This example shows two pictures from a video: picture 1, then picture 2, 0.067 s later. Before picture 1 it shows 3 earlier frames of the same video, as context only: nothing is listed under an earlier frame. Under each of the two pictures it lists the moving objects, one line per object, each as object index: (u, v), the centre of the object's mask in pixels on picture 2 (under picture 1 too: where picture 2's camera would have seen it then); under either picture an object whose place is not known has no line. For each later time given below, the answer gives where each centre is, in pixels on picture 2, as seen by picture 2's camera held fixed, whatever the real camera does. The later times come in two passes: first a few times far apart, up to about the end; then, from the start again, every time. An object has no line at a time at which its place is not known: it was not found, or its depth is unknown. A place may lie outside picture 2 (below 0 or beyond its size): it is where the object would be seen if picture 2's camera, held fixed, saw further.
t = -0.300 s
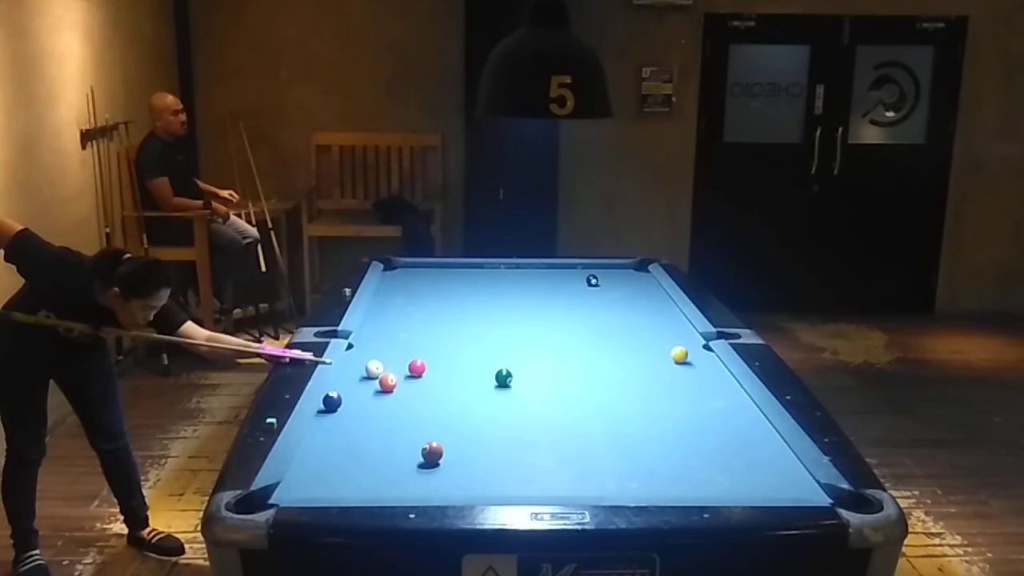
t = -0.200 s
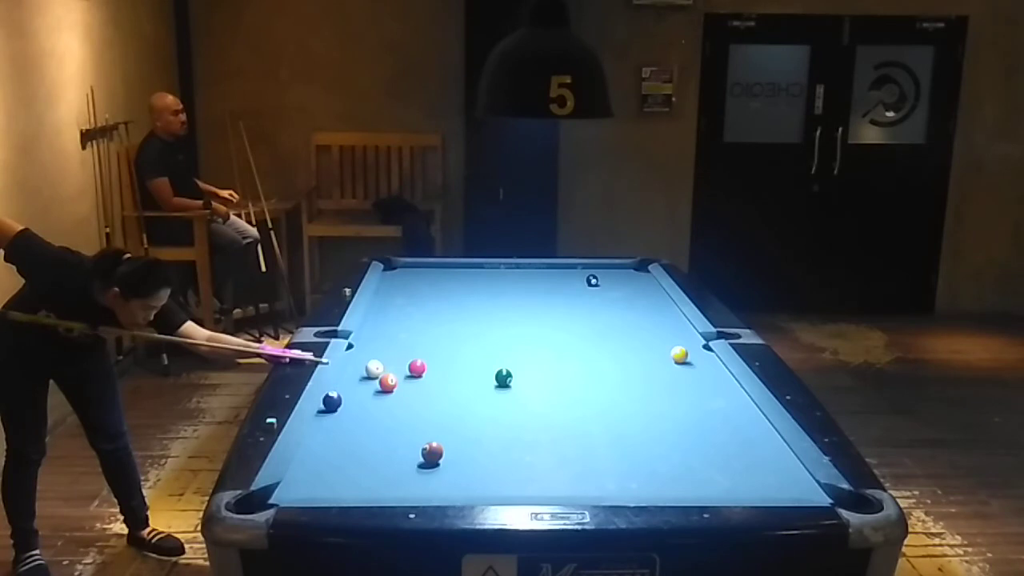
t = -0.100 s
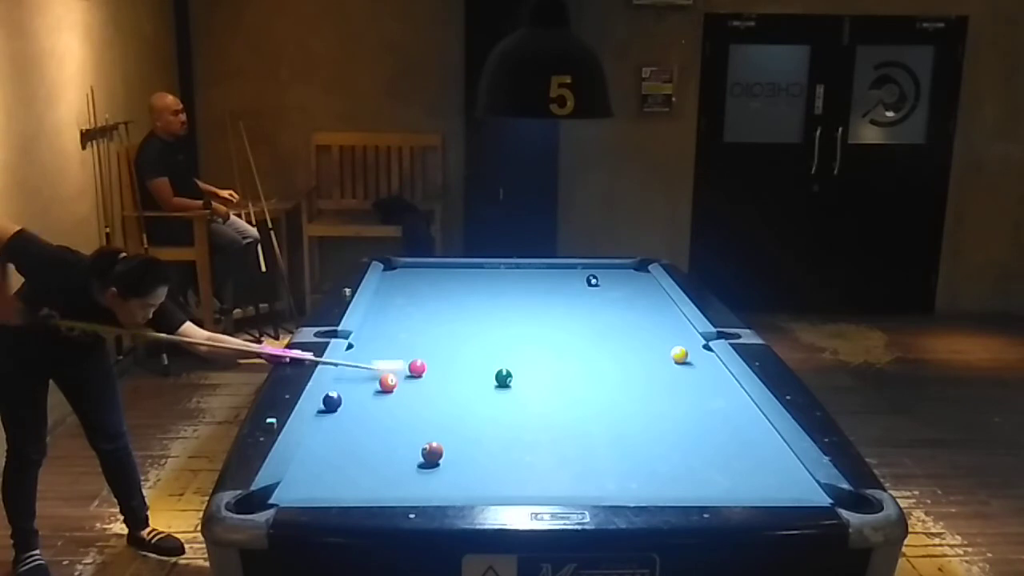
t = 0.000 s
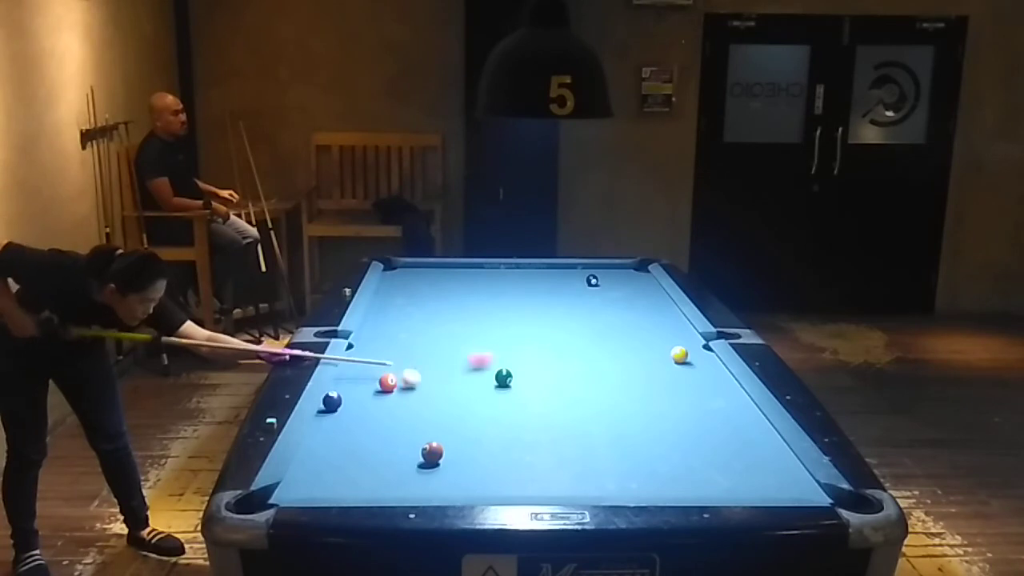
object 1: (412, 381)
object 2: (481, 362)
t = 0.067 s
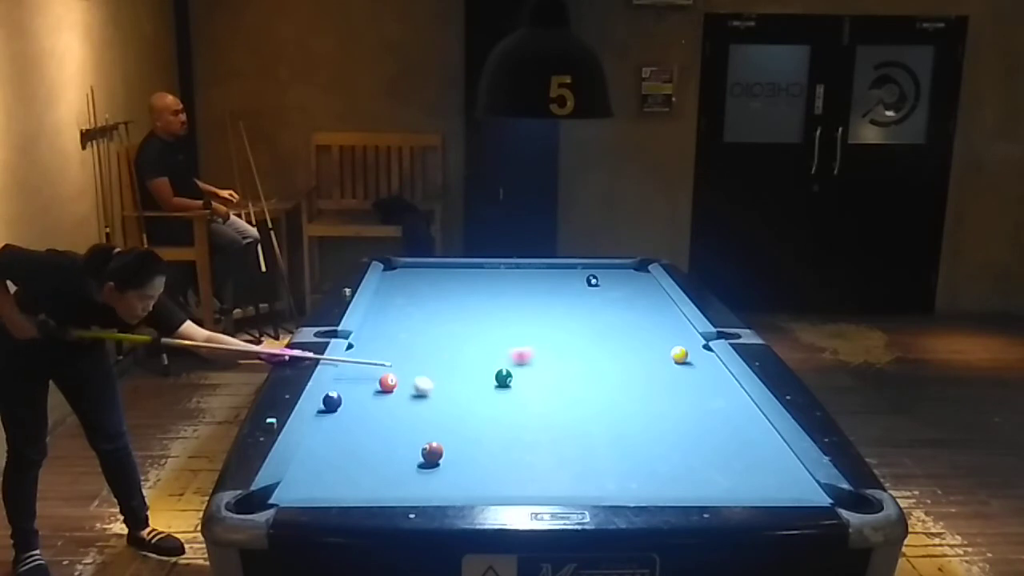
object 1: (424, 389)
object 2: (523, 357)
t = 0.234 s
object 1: (463, 407)
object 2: (606, 347)
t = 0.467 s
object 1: (525, 433)
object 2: (697, 338)
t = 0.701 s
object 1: (595, 464)
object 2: (691, 352)
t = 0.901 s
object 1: (663, 489)
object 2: (700, 359)
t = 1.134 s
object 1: (663, 481)
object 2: (710, 366)
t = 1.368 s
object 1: (658, 467)
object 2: (719, 374)
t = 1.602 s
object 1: (655, 455)
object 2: (728, 381)
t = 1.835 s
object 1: (651, 445)
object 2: (730, 386)
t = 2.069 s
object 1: (649, 436)
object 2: (732, 391)
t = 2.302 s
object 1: (646, 428)
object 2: (734, 395)
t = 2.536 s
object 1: (644, 421)
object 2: (736, 399)
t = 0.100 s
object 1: (431, 392)
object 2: (542, 356)
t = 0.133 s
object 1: (439, 395)
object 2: (559, 353)
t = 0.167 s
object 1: (446, 399)
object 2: (575, 351)
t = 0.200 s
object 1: (455, 403)
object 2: (591, 350)
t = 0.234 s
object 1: (463, 407)
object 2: (606, 347)
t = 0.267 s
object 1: (472, 410)
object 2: (622, 346)
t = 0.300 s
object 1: (480, 414)
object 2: (637, 344)
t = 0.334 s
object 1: (488, 418)
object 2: (651, 342)
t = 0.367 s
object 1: (497, 422)
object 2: (666, 340)
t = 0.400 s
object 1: (506, 425)
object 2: (681, 339)
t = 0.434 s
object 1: (515, 430)
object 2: (694, 337)
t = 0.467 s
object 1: (525, 433)
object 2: (697, 338)
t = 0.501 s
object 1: (534, 437)
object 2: (694, 341)
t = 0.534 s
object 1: (543, 442)
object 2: (692, 343)
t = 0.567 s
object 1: (553, 447)
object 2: (691, 346)
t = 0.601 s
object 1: (564, 451)
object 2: (691, 347)
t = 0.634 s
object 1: (573, 455)
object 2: (691, 349)
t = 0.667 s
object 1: (584, 460)
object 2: (691, 351)
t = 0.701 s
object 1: (595, 464)
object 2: (691, 352)
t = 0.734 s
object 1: (606, 469)
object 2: (692, 354)
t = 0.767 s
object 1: (617, 474)
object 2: (694, 355)
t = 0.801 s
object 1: (628, 478)
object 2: (696, 356)
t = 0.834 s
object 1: (640, 484)
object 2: (697, 357)
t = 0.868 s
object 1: (651, 486)
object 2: (699, 358)
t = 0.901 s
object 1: (663, 489)
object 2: (700, 359)
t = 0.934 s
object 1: (667, 489)
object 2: (701, 360)
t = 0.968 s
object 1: (666, 488)
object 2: (703, 361)
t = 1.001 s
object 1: (666, 487)
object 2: (704, 362)
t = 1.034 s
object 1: (665, 485)
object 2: (706, 363)
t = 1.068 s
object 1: (664, 485)
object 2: (707, 364)
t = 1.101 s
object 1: (663, 483)
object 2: (709, 365)
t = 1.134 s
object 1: (663, 481)
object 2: (710, 366)
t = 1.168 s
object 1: (662, 479)
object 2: (711, 367)
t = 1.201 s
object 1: (662, 477)
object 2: (713, 368)
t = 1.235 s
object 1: (661, 475)
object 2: (714, 370)
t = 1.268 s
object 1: (660, 472)
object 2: (715, 371)
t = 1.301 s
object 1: (660, 471)
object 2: (716, 372)
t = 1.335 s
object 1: (659, 469)
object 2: (717, 373)
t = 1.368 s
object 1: (658, 467)
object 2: (719, 374)
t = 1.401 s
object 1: (658, 465)
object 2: (720, 374)
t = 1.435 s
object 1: (657, 464)
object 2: (722, 375)
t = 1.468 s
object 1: (657, 462)
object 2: (724, 377)
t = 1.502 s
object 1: (656, 460)
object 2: (724, 378)
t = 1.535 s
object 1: (656, 458)
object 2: (725, 379)
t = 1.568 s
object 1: (655, 457)
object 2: (726, 380)
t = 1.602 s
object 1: (655, 455)
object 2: (728, 381)
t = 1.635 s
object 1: (654, 453)
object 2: (728, 381)
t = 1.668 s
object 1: (654, 452)
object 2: (728, 383)
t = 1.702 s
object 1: (653, 451)
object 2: (728, 383)
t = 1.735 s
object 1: (653, 449)
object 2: (729, 384)
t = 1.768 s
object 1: (652, 447)
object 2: (729, 385)
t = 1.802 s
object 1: (652, 446)
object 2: (729, 385)
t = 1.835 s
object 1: (651, 445)
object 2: (730, 386)
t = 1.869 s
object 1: (651, 443)
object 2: (730, 387)
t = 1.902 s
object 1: (650, 442)
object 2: (730, 388)
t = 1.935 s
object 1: (650, 440)
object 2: (731, 388)
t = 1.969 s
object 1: (650, 439)
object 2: (731, 389)
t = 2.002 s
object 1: (649, 438)
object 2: (731, 390)
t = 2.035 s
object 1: (649, 437)
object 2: (732, 390)
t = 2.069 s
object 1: (649, 436)
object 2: (732, 391)
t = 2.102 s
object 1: (648, 435)
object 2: (732, 392)
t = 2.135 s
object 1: (648, 433)
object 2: (733, 392)
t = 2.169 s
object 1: (647, 432)
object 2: (733, 393)
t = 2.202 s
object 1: (647, 431)
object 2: (733, 393)
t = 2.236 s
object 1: (647, 430)
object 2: (734, 394)
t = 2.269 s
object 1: (646, 429)
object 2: (734, 394)
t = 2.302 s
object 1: (646, 428)
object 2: (734, 395)
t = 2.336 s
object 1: (646, 427)
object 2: (735, 396)
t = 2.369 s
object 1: (645, 426)
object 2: (735, 396)
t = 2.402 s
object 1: (645, 425)
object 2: (735, 397)
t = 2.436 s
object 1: (644, 424)
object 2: (736, 397)
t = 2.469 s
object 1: (644, 423)
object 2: (736, 398)
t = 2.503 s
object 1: (644, 422)
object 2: (736, 398)
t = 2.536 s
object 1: (644, 421)
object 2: (736, 399)
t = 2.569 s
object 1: (643, 421)
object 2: (737, 399)
